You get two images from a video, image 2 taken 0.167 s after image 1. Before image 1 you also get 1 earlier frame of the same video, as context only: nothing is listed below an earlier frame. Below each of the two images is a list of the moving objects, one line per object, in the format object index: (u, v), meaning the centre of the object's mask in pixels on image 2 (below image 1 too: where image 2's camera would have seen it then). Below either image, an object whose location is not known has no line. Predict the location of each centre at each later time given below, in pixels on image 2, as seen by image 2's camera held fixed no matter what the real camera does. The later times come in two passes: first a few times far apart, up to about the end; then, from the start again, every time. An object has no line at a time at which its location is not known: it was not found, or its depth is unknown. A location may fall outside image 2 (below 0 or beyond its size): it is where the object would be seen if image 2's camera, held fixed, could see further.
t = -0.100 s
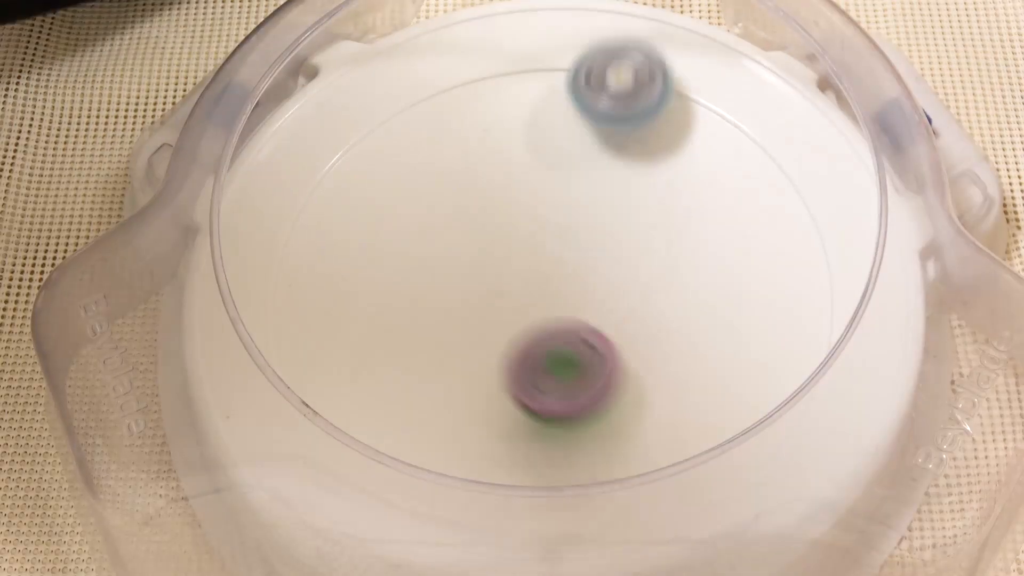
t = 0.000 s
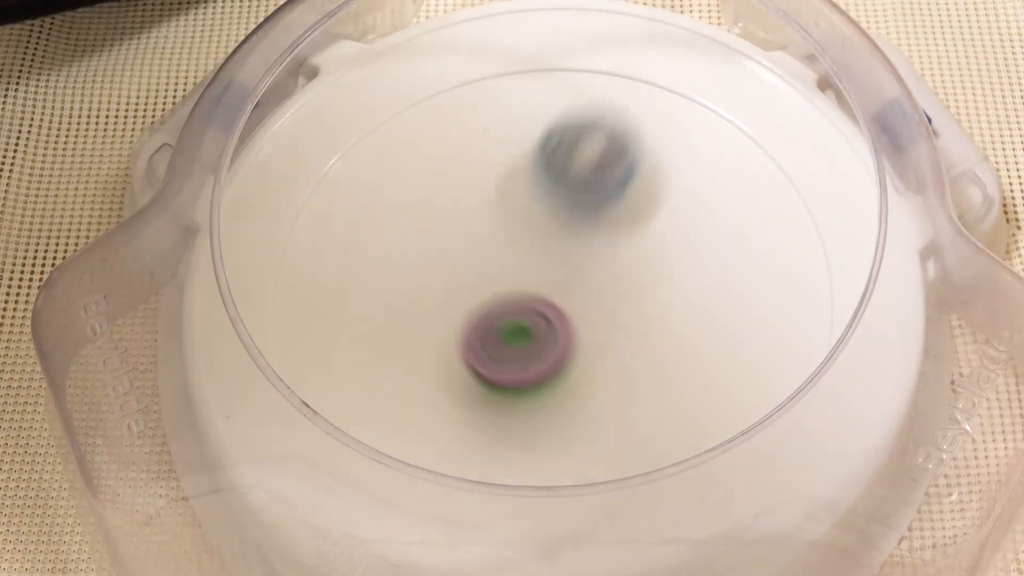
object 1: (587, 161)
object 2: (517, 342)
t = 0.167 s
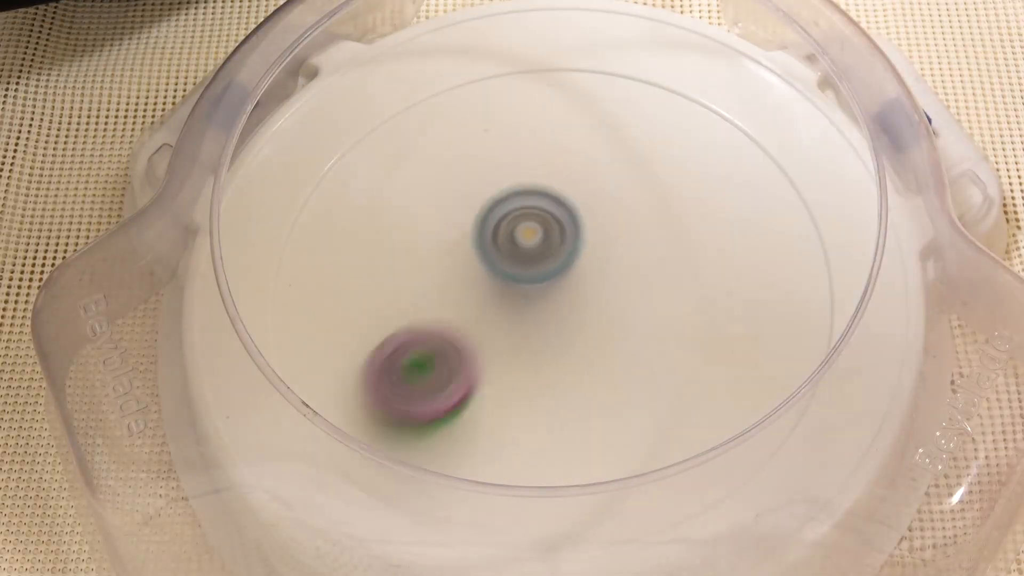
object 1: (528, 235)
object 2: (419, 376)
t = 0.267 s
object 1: (523, 238)
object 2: (394, 432)
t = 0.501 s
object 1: (556, 246)
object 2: (537, 474)
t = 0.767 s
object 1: (523, 234)
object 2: (620, 287)
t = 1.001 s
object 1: (360, 208)
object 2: (580, 192)
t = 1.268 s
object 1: (515, 378)
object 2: (344, 241)
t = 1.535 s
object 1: (697, 279)
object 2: (421, 443)
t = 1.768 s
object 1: (573, 142)
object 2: (663, 388)
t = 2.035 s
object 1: (400, 248)
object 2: (651, 117)
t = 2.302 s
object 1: (564, 372)
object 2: (339, 151)
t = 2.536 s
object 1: (667, 270)
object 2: (384, 412)
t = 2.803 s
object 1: (537, 159)
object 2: (777, 388)
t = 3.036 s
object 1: (427, 262)
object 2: (757, 136)
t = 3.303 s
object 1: (586, 394)
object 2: (429, 85)
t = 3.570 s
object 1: (690, 243)
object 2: (305, 372)
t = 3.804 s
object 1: (514, 179)
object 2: (668, 496)
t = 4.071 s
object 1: (432, 343)
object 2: (806, 206)
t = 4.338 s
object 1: (635, 374)
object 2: (559, 56)
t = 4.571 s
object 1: (607, 256)
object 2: (306, 195)
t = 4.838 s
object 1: (428, 250)
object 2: (451, 500)
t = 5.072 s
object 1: (461, 327)
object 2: (758, 421)
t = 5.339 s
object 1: (610, 291)
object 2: (781, 174)
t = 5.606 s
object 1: (501, 179)
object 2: (502, 76)
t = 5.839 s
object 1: (439, 312)
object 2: (303, 217)
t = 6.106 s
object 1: (625, 356)
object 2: (432, 434)
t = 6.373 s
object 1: (597, 242)
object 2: (706, 390)
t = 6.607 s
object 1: (439, 213)
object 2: (734, 214)
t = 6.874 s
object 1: (511, 356)
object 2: (549, 132)
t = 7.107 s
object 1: (667, 265)
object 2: (410, 241)
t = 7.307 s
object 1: (595, 151)
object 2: (447, 348)
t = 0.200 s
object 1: (525, 237)
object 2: (404, 394)
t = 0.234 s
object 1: (523, 238)
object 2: (398, 410)
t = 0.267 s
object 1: (523, 238)
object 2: (394, 432)
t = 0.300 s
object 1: (525, 240)
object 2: (398, 449)
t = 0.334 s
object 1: (528, 244)
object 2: (406, 474)
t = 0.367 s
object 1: (532, 247)
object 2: (423, 485)
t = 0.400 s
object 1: (539, 249)
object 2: (453, 488)
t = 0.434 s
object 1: (545, 249)
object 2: (482, 483)
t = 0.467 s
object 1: (551, 249)
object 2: (508, 482)
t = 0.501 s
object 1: (556, 246)
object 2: (537, 474)
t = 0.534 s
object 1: (560, 242)
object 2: (564, 453)
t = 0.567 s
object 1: (562, 237)
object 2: (588, 444)
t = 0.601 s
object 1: (559, 232)
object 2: (609, 427)
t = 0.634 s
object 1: (553, 227)
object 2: (622, 404)
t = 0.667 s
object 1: (546, 225)
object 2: (630, 376)
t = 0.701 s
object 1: (540, 226)
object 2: (631, 345)
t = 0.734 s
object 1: (532, 232)
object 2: (626, 315)
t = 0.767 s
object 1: (523, 234)
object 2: (620, 287)
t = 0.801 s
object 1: (491, 219)
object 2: (632, 275)
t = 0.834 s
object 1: (455, 204)
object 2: (637, 262)
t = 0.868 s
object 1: (423, 195)
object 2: (638, 248)
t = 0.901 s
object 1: (399, 191)
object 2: (631, 231)
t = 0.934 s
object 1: (380, 191)
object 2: (619, 217)
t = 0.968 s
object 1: (368, 196)
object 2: (602, 203)
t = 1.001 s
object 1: (360, 208)
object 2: (580, 192)
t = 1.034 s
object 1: (357, 225)
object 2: (555, 183)
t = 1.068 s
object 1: (360, 247)
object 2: (527, 177)
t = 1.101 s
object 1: (370, 271)
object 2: (495, 175)
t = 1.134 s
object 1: (387, 298)
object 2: (462, 178)
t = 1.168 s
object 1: (412, 327)
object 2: (427, 185)
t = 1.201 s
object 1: (441, 348)
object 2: (393, 199)
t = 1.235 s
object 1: (478, 365)
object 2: (367, 216)
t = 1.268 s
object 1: (515, 378)
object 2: (344, 241)
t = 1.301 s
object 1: (555, 384)
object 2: (329, 267)
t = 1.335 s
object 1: (590, 381)
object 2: (320, 296)
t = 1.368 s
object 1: (622, 374)
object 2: (320, 324)
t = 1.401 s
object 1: (648, 363)
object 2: (327, 353)
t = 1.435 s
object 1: (670, 347)
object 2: (344, 378)
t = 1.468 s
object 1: (685, 325)
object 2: (367, 400)
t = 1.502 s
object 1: (695, 304)
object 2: (392, 418)
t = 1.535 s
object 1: (697, 279)
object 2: (421, 443)
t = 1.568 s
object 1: (695, 256)
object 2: (458, 444)
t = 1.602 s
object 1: (686, 233)
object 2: (492, 450)
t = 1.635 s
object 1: (671, 209)
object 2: (529, 450)
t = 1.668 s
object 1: (652, 187)
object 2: (566, 445)
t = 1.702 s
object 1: (631, 170)
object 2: (601, 434)
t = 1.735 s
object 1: (603, 155)
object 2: (634, 414)
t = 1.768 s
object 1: (573, 142)
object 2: (663, 388)
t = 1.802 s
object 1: (541, 134)
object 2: (686, 357)
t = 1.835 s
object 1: (509, 133)
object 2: (703, 323)
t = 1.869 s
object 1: (481, 138)
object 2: (712, 285)
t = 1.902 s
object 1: (456, 151)
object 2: (714, 249)
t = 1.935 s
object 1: (434, 171)
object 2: (709, 211)
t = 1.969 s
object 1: (417, 193)
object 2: (696, 177)
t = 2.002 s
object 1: (406, 217)
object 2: (678, 145)
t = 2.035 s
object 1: (400, 248)
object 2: (651, 117)
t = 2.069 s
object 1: (402, 274)
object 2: (619, 93)
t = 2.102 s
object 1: (409, 299)
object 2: (578, 73)
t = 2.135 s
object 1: (426, 323)
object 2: (538, 60)
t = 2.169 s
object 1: (451, 343)
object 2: (496, 63)
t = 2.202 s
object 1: (479, 359)
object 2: (454, 77)
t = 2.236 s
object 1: (507, 366)
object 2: (411, 95)
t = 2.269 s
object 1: (539, 373)
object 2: (374, 118)
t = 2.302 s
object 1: (564, 372)
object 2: (339, 151)
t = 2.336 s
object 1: (586, 370)
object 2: (316, 185)
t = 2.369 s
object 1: (606, 363)
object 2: (299, 226)
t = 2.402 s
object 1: (625, 352)
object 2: (292, 267)
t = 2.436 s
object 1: (641, 334)
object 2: (297, 309)
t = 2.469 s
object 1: (654, 315)
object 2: (317, 348)
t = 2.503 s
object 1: (662, 294)
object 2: (346, 383)
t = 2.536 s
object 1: (667, 270)
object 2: (384, 412)
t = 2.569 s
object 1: (666, 248)
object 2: (431, 450)
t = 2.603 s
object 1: (659, 228)
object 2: (480, 465)
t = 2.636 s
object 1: (648, 210)
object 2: (539, 477)
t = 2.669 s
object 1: (634, 197)
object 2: (596, 476)
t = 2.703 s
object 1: (615, 182)
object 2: (653, 467)
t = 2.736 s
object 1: (590, 169)
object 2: (702, 448)
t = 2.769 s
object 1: (565, 162)
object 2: (744, 422)
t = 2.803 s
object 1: (537, 159)
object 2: (777, 388)
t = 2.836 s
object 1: (510, 162)
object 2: (803, 353)
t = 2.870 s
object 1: (487, 168)
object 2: (809, 312)
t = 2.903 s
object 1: (467, 178)
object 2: (816, 275)
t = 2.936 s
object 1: (449, 195)
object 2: (815, 236)
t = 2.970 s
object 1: (435, 215)
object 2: (804, 200)
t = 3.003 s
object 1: (428, 236)
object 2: (782, 166)
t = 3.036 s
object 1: (427, 262)
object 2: (757, 136)
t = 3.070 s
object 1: (431, 289)
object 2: (725, 108)
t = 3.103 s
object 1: (442, 316)
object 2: (687, 86)
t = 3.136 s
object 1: (458, 340)
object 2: (647, 70)
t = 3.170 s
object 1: (482, 363)
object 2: (601, 61)
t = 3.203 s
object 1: (508, 380)
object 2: (560, 58)
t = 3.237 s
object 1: (534, 390)
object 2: (514, 61)
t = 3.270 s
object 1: (560, 395)
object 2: (472, 69)
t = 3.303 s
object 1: (586, 394)
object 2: (429, 85)
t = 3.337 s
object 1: (614, 388)
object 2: (388, 107)
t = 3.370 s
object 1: (639, 375)
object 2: (354, 134)
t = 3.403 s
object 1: (660, 359)
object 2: (327, 163)
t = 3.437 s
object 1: (677, 338)
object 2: (303, 200)
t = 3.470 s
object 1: (691, 315)
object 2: (286, 239)
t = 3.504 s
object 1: (698, 291)
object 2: (283, 283)
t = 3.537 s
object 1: (697, 267)
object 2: (292, 325)
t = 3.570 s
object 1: (690, 243)
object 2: (305, 372)
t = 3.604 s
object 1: (676, 219)
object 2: (334, 417)
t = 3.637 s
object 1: (657, 200)
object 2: (380, 462)
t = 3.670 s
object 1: (634, 185)
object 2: (433, 495)
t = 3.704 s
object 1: (604, 174)
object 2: (490, 513)
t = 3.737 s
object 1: (573, 170)
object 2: (550, 519)
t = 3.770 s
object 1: (544, 171)
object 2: (611, 510)
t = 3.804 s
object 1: (514, 179)
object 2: (668, 496)
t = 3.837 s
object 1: (483, 193)
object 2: (716, 470)
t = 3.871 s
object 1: (458, 211)
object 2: (756, 436)
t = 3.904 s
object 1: (438, 231)
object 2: (787, 395)
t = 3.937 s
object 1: (425, 254)
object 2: (806, 356)
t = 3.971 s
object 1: (416, 279)
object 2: (809, 311)
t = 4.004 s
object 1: (413, 301)
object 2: (817, 276)
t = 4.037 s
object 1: (419, 323)
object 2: (817, 238)
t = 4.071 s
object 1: (432, 343)
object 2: (806, 206)
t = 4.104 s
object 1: (450, 363)
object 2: (790, 175)
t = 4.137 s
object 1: (474, 377)
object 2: (770, 146)
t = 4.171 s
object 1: (502, 389)
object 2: (742, 120)
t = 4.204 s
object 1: (533, 397)
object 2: (717, 101)
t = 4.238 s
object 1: (561, 398)
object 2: (679, 81)
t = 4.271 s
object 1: (588, 395)
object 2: (642, 68)
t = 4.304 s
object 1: (615, 386)
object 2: (603, 61)
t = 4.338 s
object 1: (635, 374)
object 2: (559, 56)
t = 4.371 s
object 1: (650, 360)
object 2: (520, 58)
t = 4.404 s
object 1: (657, 344)
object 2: (477, 67)
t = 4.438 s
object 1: (658, 328)
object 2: (434, 81)
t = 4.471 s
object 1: (653, 310)
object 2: (393, 102)
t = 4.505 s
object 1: (643, 292)
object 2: (359, 129)
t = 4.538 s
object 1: (627, 272)
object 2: (333, 157)
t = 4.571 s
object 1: (607, 256)
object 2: (306, 195)
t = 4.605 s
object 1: (588, 246)
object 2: (292, 231)
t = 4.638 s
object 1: (565, 233)
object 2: (284, 271)
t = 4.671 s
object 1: (542, 229)
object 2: (291, 315)
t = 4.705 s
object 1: (515, 226)
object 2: (306, 352)
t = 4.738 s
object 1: (490, 227)
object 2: (317, 398)
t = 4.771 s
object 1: (467, 229)
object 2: (354, 440)
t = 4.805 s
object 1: (446, 239)
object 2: (399, 475)
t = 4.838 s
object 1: (428, 250)
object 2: (451, 500)
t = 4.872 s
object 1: (416, 263)
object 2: (500, 515)
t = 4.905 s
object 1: (410, 278)
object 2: (553, 519)
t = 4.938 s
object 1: (409, 288)
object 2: (604, 512)
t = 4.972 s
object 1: (415, 299)
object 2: (652, 499)
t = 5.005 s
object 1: (426, 308)
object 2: (698, 480)
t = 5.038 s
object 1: (441, 318)
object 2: (734, 453)
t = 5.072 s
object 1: (461, 327)
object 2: (758, 421)
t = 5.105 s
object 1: (482, 337)
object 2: (779, 393)
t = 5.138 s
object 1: (507, 345)
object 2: (794, 360)
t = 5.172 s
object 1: (532, 348)
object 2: (798, 326)
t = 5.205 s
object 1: (557, 345)
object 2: (807, 298)
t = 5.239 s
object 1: (576, 338)
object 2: (810, 268)
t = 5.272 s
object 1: (591, 325)
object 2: (806, 234)
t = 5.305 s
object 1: (603, 310)
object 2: (796, 203)
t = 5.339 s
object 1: (610, 291)
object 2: (781, 174)
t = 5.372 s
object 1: (611, 269)
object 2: (760, 147)
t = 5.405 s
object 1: (606, 249)
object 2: (732, 124)
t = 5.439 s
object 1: (595, 229)
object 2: (701, 104)
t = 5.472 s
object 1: (580, 211)
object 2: (662, 89)
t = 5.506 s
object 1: (561, 191)
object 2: (623, 80)
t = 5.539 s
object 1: (540, 178)
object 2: (581, 76)
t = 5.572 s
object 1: (522, 173)
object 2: (540, 76)
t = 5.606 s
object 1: (501, 179)
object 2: (502, 76)
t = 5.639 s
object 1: (482, 191)
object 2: (463, 81)
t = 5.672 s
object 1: (465, 207)
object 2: (426, 92)
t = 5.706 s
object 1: (454, 225)
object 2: (392, 108)
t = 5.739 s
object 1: (446, 244)
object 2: (362, 130)
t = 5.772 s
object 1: (438, 266)
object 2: (337, 155)
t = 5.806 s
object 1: (436, 288)
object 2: (316, 185)
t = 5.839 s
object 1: (439, 312)
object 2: (303, 217)
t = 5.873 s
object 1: (451, 335)
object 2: (295, 248)
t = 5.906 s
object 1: (470, 355)
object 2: (295, 280)
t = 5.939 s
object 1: (493, 370)
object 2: (302, 312)
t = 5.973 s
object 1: (521, 379)
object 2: (317, 344)
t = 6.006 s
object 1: (552, 382)
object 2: (339, 372)
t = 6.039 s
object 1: (580, 378)
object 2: (367, 398)
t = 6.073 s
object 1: (604, 368)
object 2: (398, 418)
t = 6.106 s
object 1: (625, 356)
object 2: (432, 434)
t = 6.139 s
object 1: (639, 341)
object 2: (467, 444)
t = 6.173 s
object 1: (648, 329)
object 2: (502, 450)
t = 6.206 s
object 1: (651, 313)
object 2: (541, 451)
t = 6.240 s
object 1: (649, 298)
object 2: (579, 448)
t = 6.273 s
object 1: (640, 284)
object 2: (614, 440)
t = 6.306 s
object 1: (629, 272)
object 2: (650, 427)
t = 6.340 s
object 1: (613, 258)
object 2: (681, 410)
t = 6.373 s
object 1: (597, 242)
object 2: (706, 390)
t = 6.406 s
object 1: (579, 227)
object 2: (724, 365)
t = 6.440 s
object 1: (558, 212)
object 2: (738, 340)
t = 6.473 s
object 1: (535, 202)
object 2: (747, 313)
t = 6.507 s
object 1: (508, 195)
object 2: (751, 286)
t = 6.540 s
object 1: (484, 196)
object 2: (749, 261)
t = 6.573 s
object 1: (461, 201)
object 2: (743, 238)
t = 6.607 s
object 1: (439, 213)
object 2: (734, 214)
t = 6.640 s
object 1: (422, 229)
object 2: (722, 192)
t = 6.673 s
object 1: (414, 248)
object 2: (706, 172)
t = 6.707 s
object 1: (412, 271)
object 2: (687, 157)
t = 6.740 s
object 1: (418, 295)
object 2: (662, 143)
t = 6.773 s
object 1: (431, 315)
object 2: (636, 132)
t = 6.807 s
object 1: (453, 333)
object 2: (607, 128)
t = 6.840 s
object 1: (480, 347)
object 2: (579, 128)
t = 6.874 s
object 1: (511, 356)
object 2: (549, 132)
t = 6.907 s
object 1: (542, 357)
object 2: (520, 139)
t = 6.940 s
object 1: (572, 352)
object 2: (492, 149)
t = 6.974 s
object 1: (600, 342)
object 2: (468, 163)
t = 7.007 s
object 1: (626, 328)
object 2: (448, 179)
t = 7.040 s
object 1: (646, 309)
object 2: (433, 198)
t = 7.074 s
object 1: (659, 288)
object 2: (421, 217)
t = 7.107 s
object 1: (667, 265)
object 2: (410, 241)
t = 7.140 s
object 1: (669, 245)
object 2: (405, 262)
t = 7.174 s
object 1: (665, 223)
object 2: (405, 284)
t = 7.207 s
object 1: (656, 204)
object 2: (411, 303)
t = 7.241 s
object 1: (641, 182)
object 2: (420, 318)
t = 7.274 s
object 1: (619, 165)
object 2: (433, 334)
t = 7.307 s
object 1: (595, 151)
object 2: (447, 348)
